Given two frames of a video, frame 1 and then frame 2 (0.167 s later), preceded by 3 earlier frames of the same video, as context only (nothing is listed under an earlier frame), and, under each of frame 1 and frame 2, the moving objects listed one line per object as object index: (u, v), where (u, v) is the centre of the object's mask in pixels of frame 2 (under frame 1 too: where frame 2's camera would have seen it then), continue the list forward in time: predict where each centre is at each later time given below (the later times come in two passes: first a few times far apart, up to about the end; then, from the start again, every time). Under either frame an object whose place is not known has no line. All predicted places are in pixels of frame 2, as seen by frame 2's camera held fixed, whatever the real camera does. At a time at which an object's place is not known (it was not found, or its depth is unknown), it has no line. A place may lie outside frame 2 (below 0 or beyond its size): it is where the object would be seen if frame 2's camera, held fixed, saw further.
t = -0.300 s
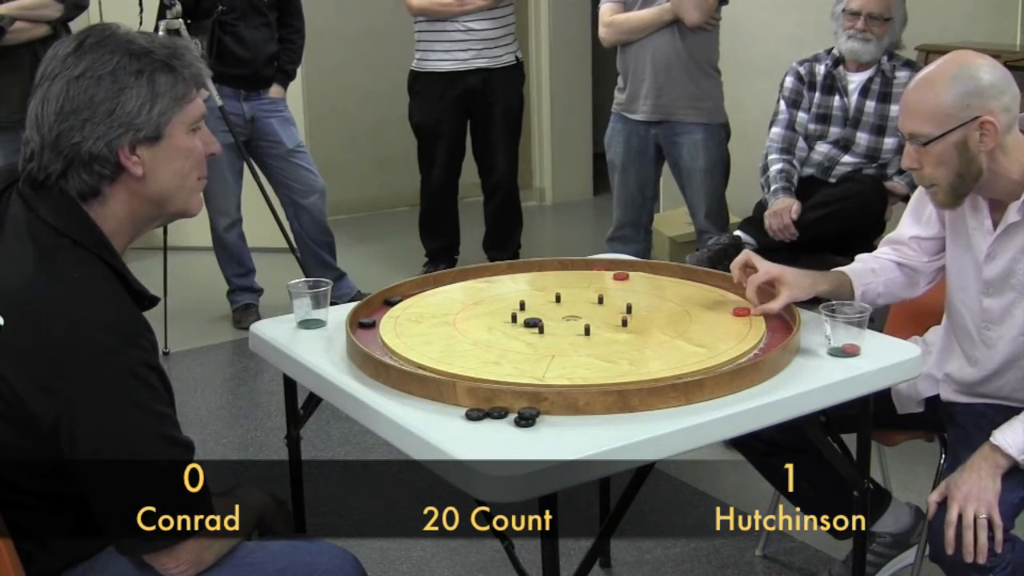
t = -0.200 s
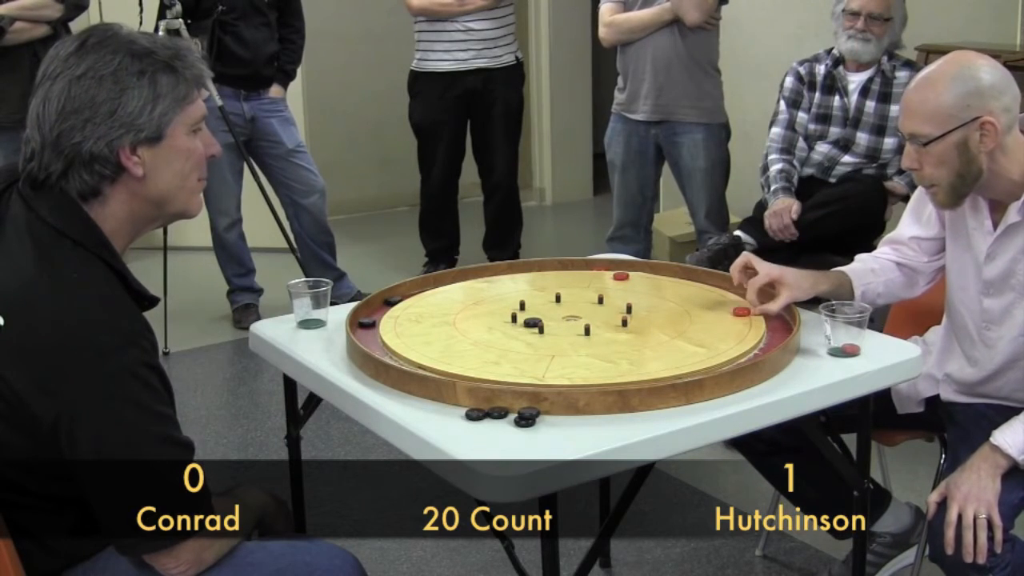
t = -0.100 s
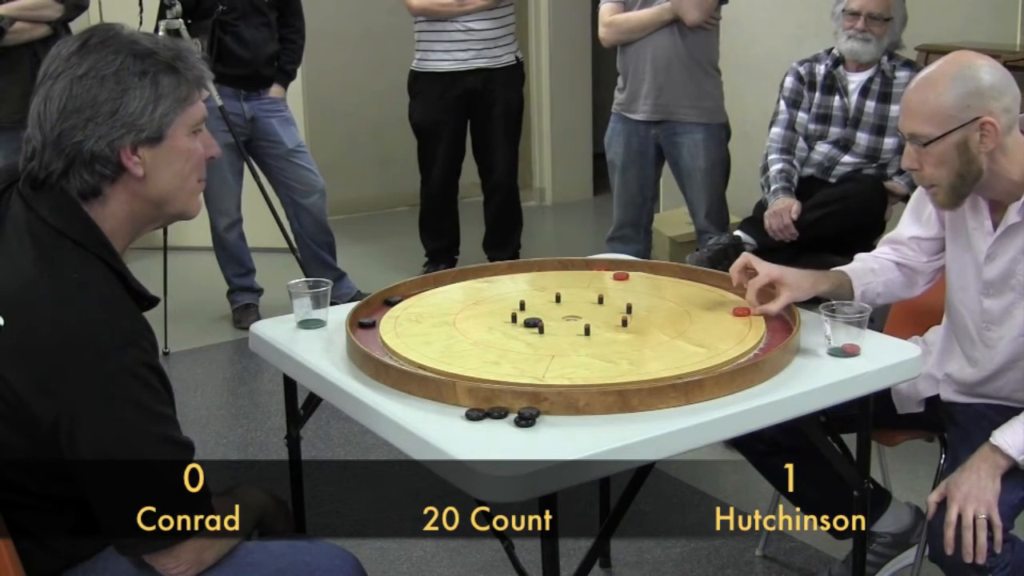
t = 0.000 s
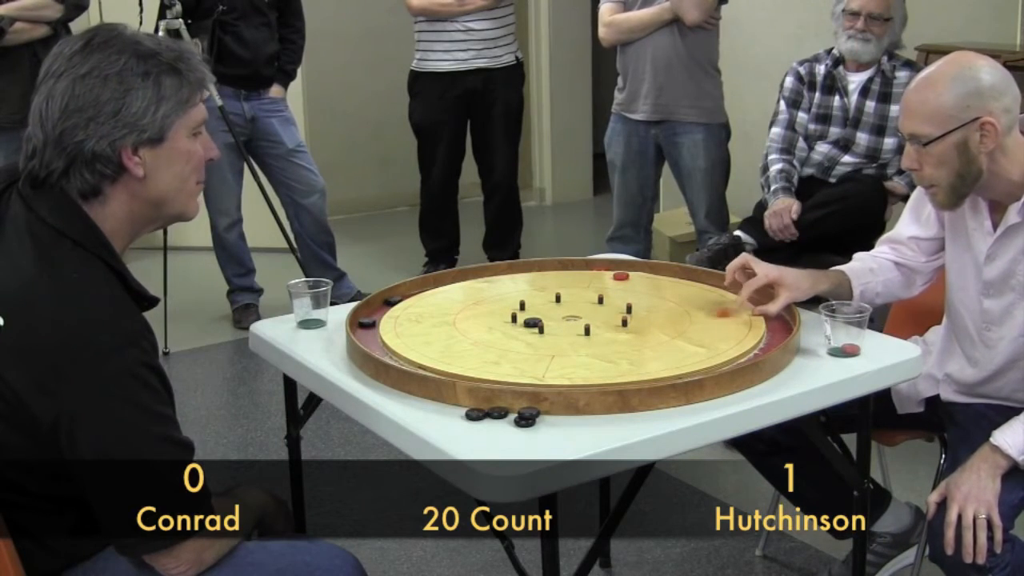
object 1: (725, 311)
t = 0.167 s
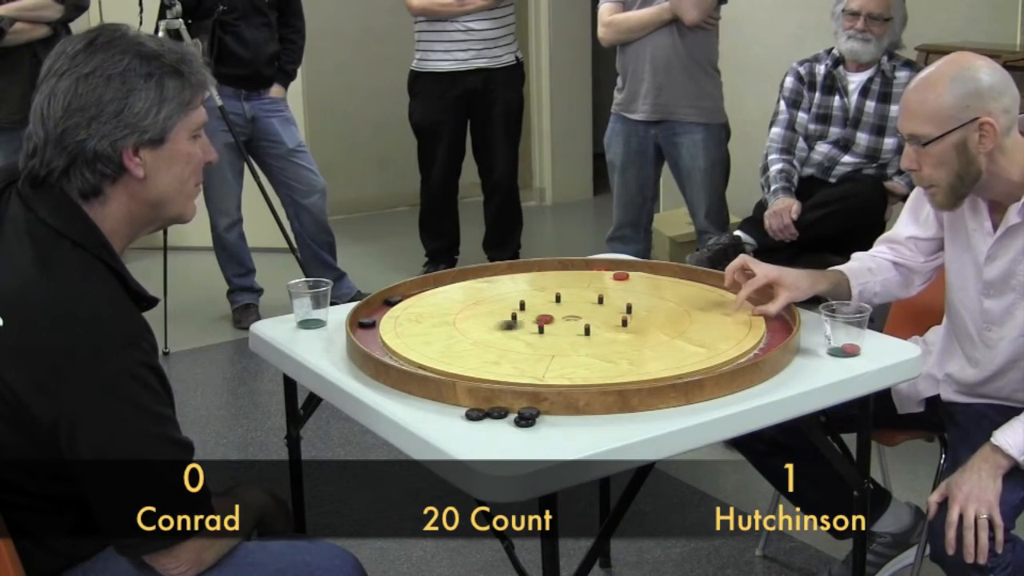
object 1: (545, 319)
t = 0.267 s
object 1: (527, 316)
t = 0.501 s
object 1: (505, 311)
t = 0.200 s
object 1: (538, 318)
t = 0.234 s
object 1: (532, 317)
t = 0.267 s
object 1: (527, 316)
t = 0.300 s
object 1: (524, 315)
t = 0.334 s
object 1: (520, 314)
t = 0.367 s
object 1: (516, 313)
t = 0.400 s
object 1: (512, 313)
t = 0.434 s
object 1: (509, 312)
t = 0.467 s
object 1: (507, 312)
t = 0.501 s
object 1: (505, 311)
